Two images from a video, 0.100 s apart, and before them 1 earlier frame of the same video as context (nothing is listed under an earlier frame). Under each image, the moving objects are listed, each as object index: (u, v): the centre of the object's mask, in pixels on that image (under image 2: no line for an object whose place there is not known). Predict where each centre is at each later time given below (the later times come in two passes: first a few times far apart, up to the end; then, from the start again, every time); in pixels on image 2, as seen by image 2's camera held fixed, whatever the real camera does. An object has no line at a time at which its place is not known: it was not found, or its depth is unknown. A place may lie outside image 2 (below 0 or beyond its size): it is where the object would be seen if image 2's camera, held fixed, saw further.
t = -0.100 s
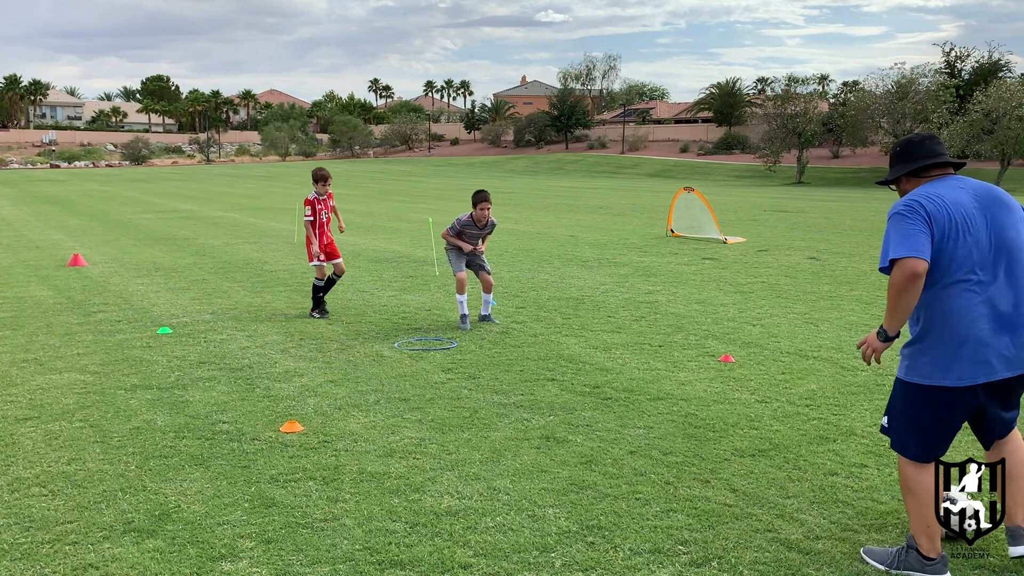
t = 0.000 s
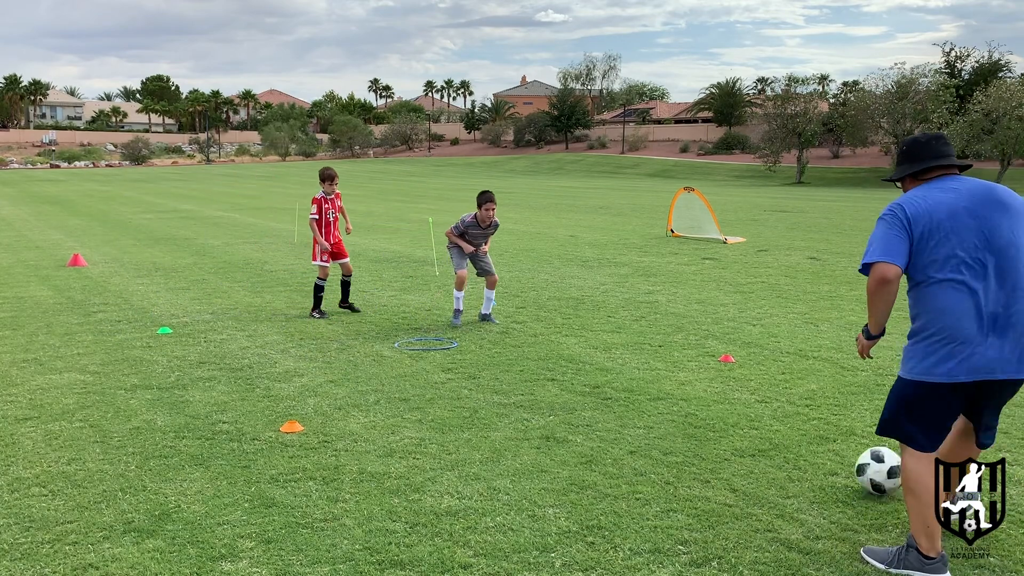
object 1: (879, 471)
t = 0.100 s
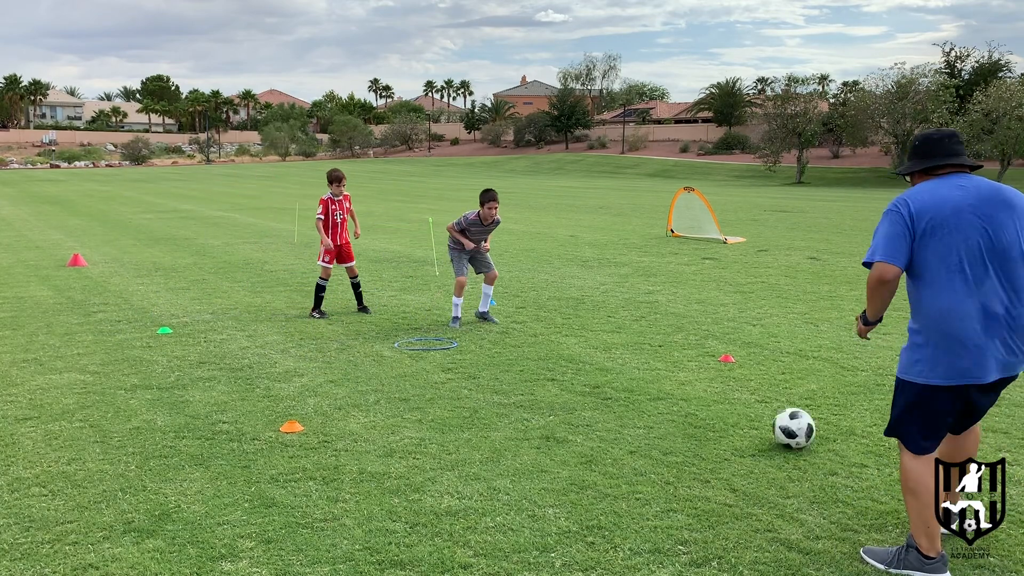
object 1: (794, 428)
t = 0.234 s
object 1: (717, 390)
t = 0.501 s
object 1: (624, 345)
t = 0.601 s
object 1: (602, 335)
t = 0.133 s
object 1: (772, 417)
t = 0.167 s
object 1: (751, 407)
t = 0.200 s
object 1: (733, 399)
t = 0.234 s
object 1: (717, 390)
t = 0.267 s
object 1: (702, 381)
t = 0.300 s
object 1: (688, 373)
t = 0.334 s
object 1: (675, 368)
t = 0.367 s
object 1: (663, 364)
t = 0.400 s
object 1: (652, 359)
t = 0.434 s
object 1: (642, 353)
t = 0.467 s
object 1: (633, 349)
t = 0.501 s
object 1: (624, 345)
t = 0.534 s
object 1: (616, 342)
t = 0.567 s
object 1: (609, 338)
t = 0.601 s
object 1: (602, 335)
